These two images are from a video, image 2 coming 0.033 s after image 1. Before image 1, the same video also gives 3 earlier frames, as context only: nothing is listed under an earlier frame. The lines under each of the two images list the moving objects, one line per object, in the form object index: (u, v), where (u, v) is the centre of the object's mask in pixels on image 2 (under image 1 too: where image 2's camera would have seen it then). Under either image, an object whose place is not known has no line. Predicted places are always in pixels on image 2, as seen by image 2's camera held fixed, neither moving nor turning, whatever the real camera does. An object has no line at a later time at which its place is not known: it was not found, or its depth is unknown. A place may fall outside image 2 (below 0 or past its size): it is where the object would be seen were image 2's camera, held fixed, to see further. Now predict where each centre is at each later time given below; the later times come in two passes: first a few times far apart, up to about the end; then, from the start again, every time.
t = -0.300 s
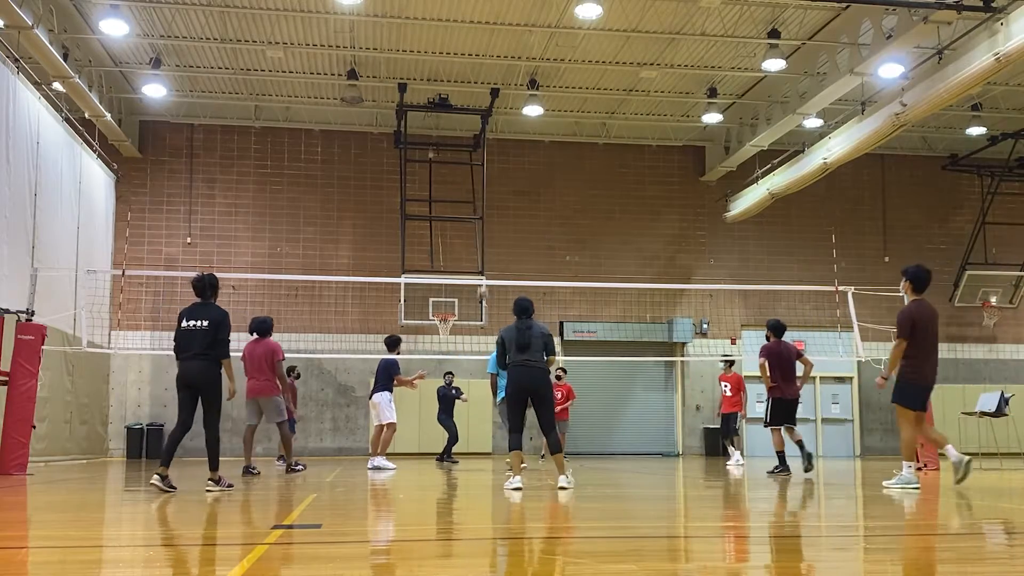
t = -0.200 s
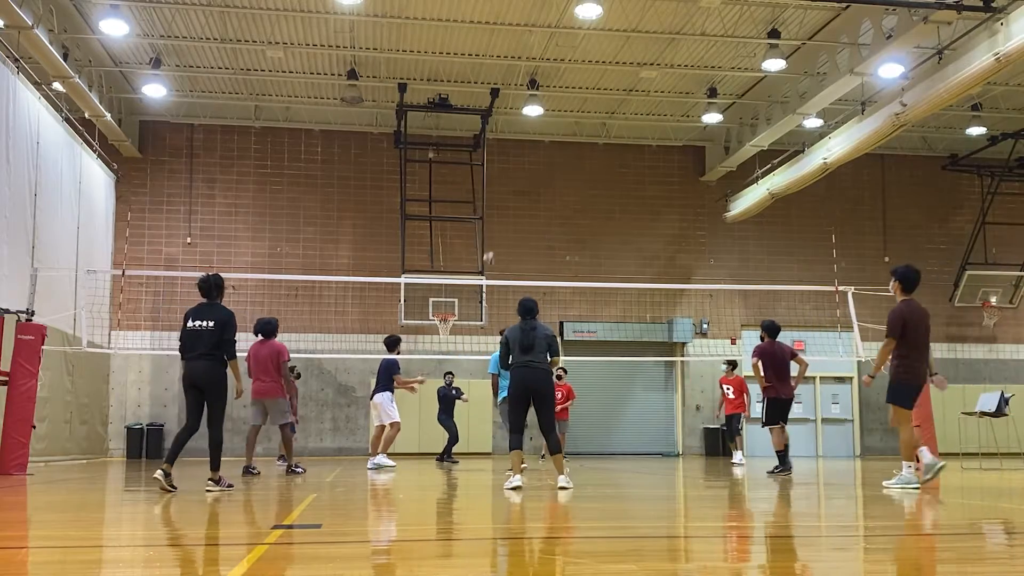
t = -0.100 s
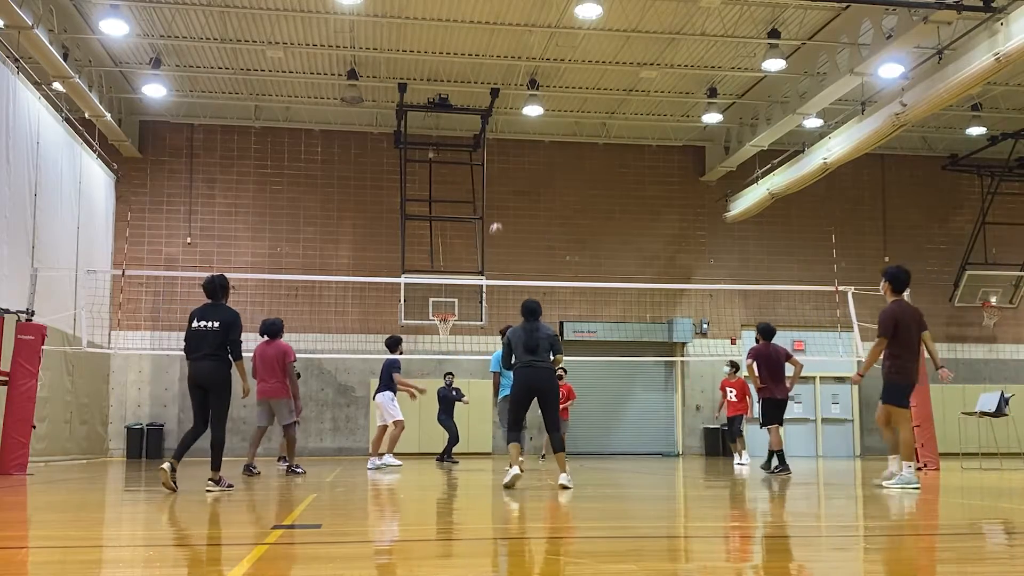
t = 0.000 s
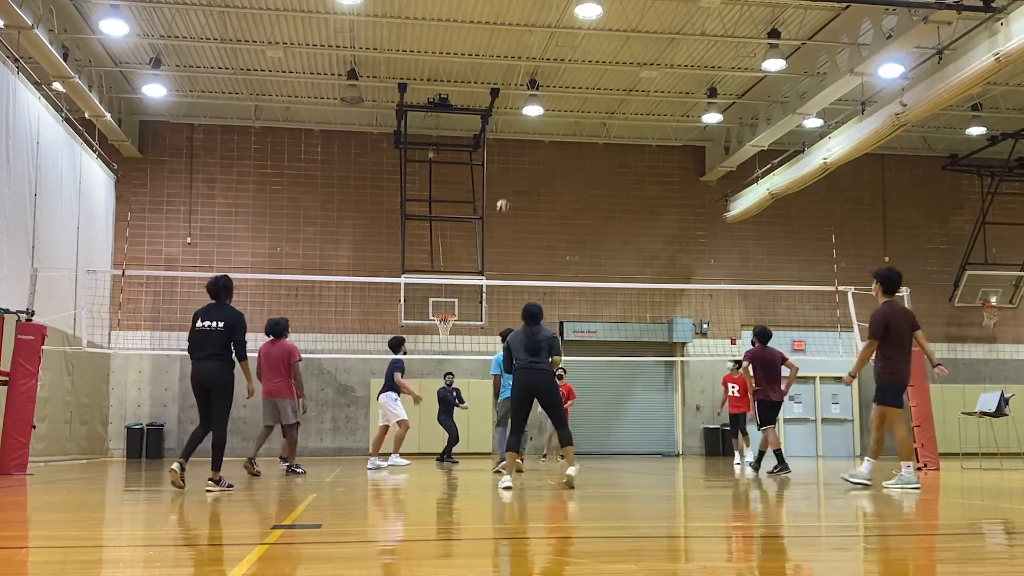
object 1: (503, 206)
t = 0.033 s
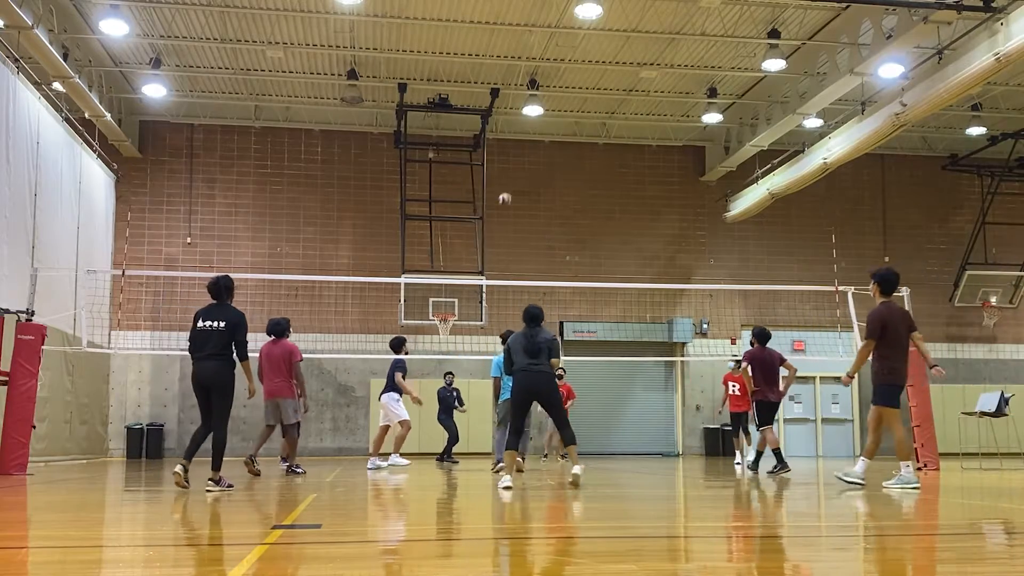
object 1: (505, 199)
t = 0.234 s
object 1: (518, 172)
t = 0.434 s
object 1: (532, 168)
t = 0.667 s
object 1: (549, 195)
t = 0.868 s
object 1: (565, 246)
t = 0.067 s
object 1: (507, 193)
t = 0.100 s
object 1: (509, 187)
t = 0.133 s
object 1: (511, 183)
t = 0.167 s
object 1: (513, 179)
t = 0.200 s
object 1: (516, 175)
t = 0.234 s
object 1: (518, 172)
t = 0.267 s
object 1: (520, 170)
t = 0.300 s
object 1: (522, 169)
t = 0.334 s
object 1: (525, 167)
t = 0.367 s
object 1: (527, 167)
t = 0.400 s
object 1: (529, 167)
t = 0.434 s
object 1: (532, 168)
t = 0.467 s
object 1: (534, 170)
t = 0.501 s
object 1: (537, 172)
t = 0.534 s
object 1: (539, 175)
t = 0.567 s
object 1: (541, 179)
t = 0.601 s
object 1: (544, 183)
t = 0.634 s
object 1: (546, 188)
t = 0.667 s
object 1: (549, 195)
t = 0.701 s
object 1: (551, 201)
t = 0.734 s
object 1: (554, 208)
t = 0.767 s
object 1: (556, 216)
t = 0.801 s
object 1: (559, 225)
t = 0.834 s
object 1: (562, 235)
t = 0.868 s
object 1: (565, 246)
